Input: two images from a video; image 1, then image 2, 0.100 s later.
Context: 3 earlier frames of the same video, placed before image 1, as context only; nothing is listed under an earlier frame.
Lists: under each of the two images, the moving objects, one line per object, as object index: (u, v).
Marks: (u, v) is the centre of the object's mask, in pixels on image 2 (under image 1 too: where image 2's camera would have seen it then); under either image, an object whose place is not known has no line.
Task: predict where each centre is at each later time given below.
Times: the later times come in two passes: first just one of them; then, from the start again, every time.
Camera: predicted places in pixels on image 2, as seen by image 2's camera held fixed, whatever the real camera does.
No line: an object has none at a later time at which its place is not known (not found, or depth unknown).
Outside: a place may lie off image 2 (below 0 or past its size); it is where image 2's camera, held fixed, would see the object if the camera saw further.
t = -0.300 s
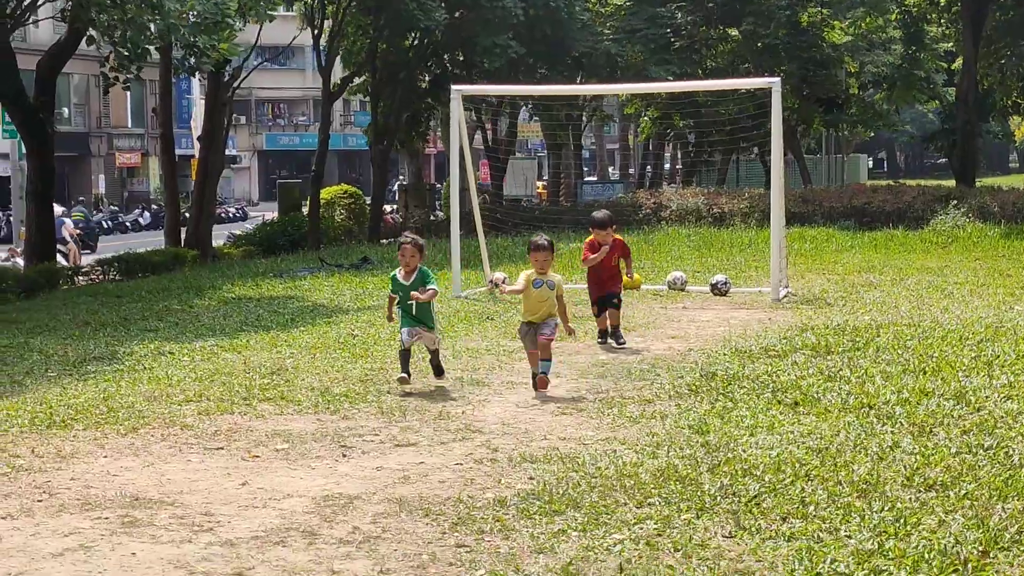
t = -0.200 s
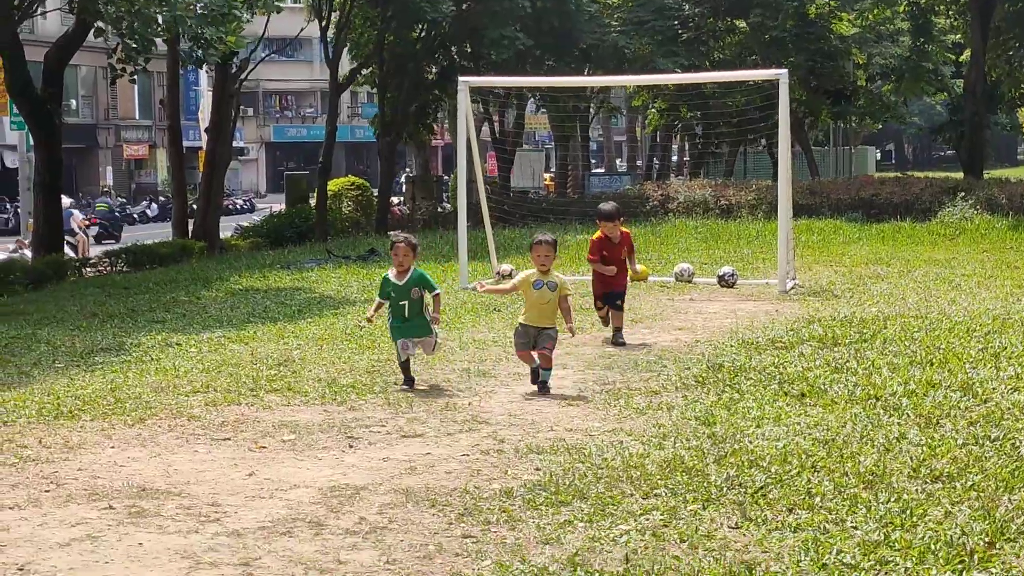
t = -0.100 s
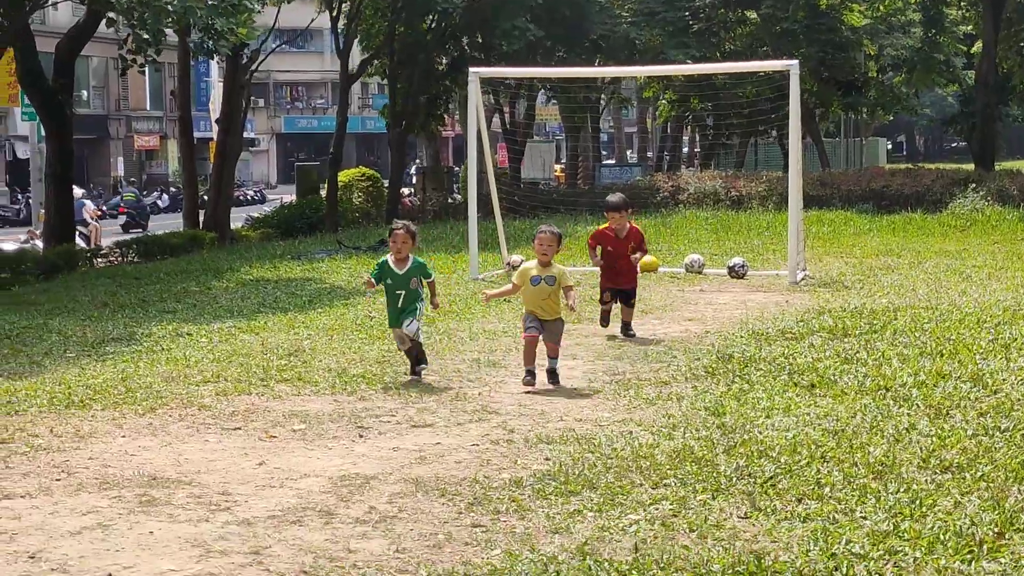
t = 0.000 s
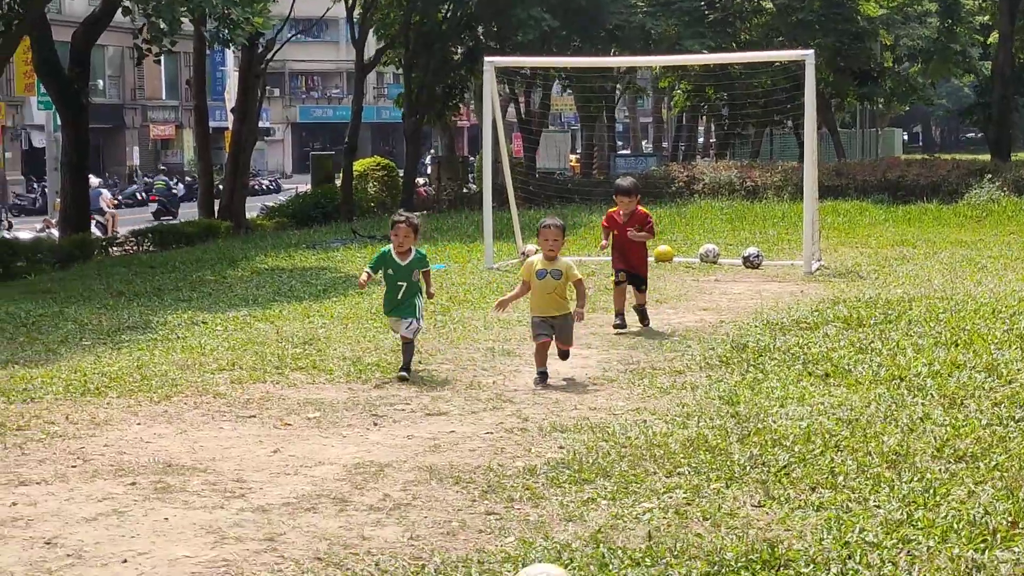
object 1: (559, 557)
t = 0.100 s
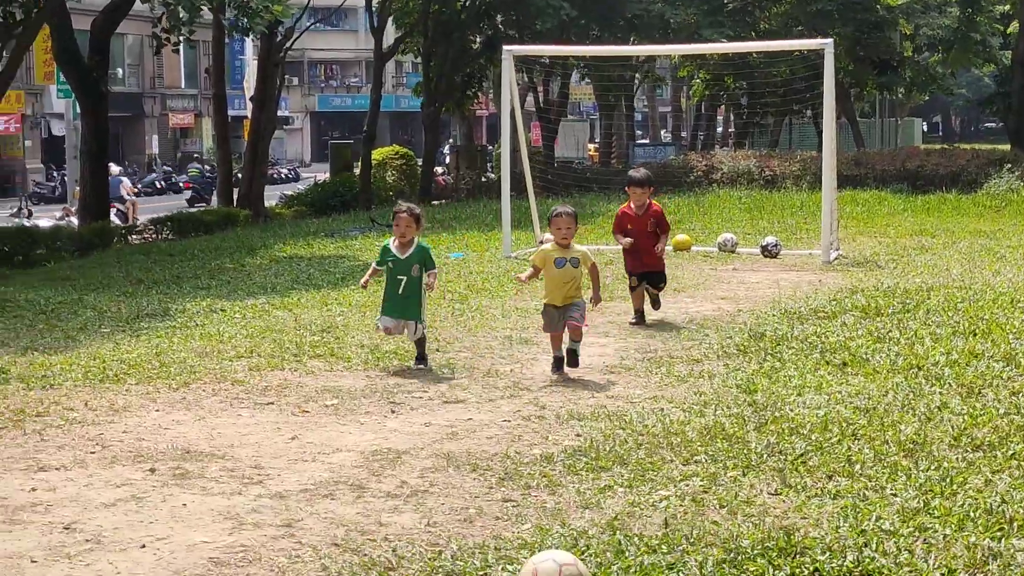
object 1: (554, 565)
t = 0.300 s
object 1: (544, 579)
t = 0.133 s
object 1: (552, 567)
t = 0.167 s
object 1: (550, 570)
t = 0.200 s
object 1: (549, 572)
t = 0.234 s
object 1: (547, 574)
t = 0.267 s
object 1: (546, 577)
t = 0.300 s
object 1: (544, 579)
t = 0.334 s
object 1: (543, 581)
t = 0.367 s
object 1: (542, 583)
